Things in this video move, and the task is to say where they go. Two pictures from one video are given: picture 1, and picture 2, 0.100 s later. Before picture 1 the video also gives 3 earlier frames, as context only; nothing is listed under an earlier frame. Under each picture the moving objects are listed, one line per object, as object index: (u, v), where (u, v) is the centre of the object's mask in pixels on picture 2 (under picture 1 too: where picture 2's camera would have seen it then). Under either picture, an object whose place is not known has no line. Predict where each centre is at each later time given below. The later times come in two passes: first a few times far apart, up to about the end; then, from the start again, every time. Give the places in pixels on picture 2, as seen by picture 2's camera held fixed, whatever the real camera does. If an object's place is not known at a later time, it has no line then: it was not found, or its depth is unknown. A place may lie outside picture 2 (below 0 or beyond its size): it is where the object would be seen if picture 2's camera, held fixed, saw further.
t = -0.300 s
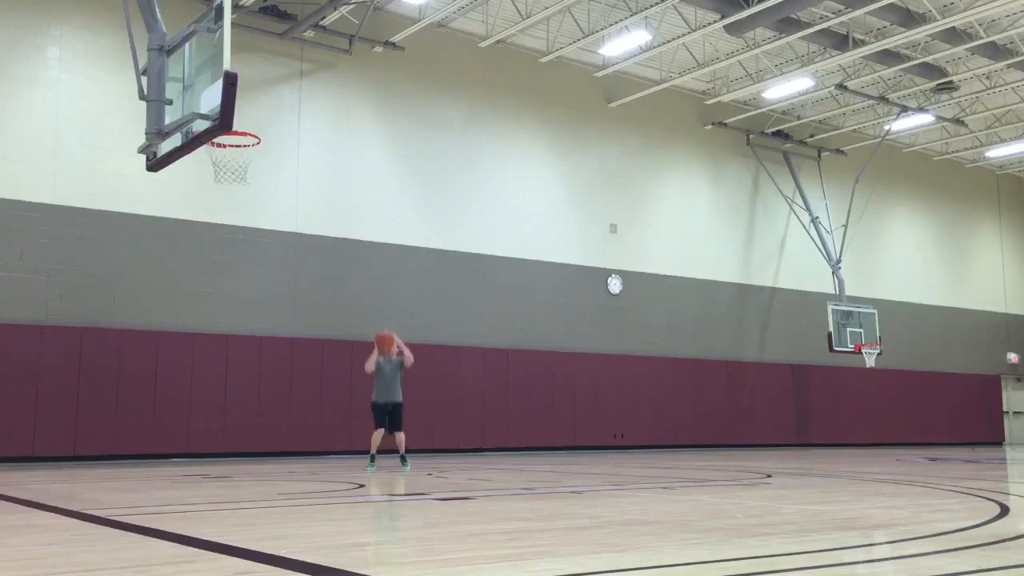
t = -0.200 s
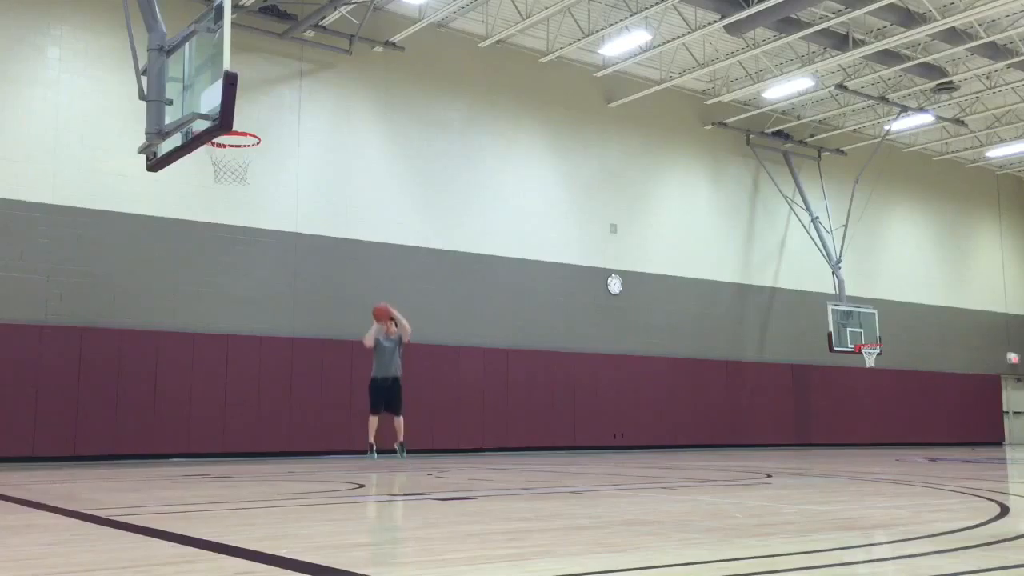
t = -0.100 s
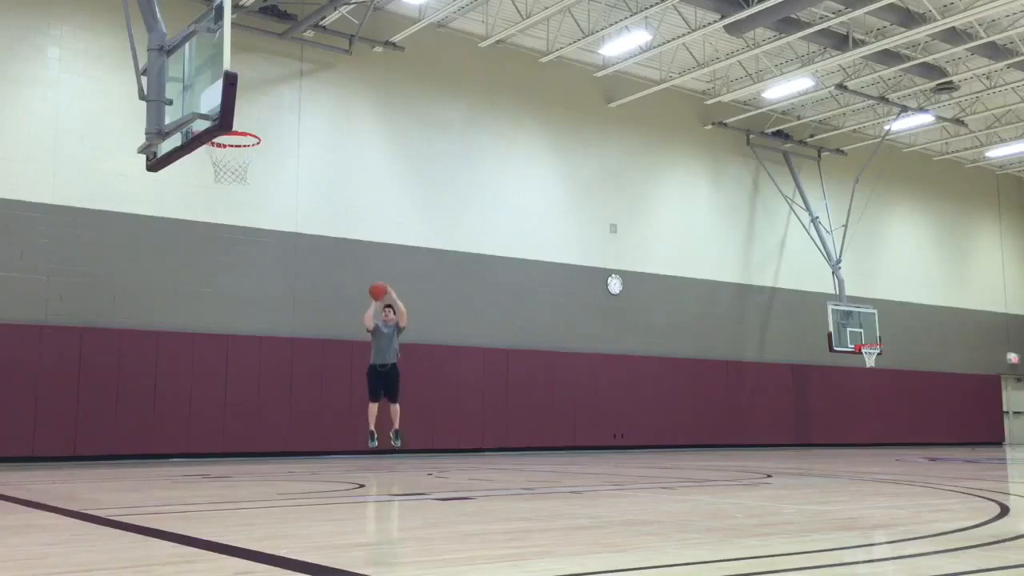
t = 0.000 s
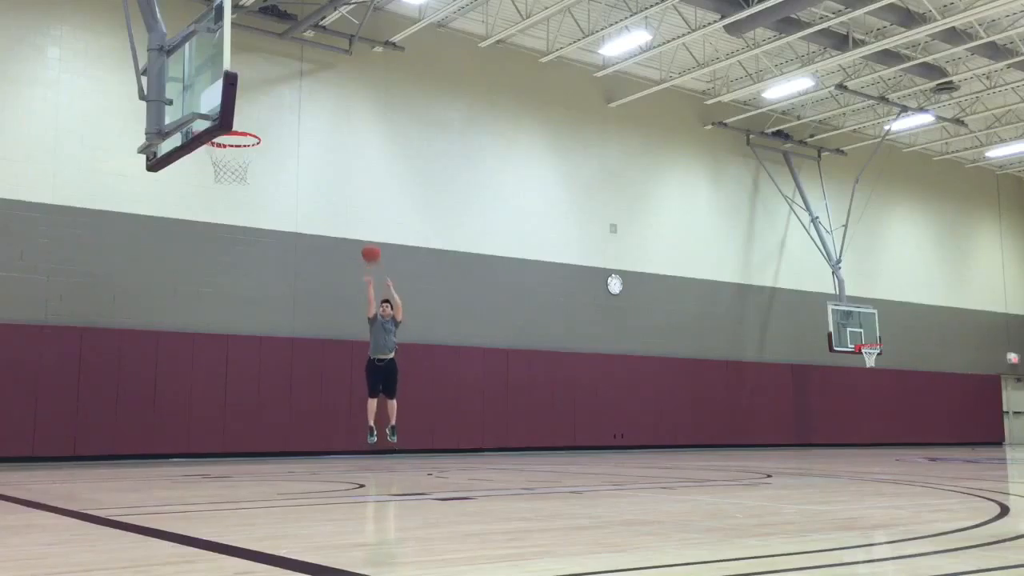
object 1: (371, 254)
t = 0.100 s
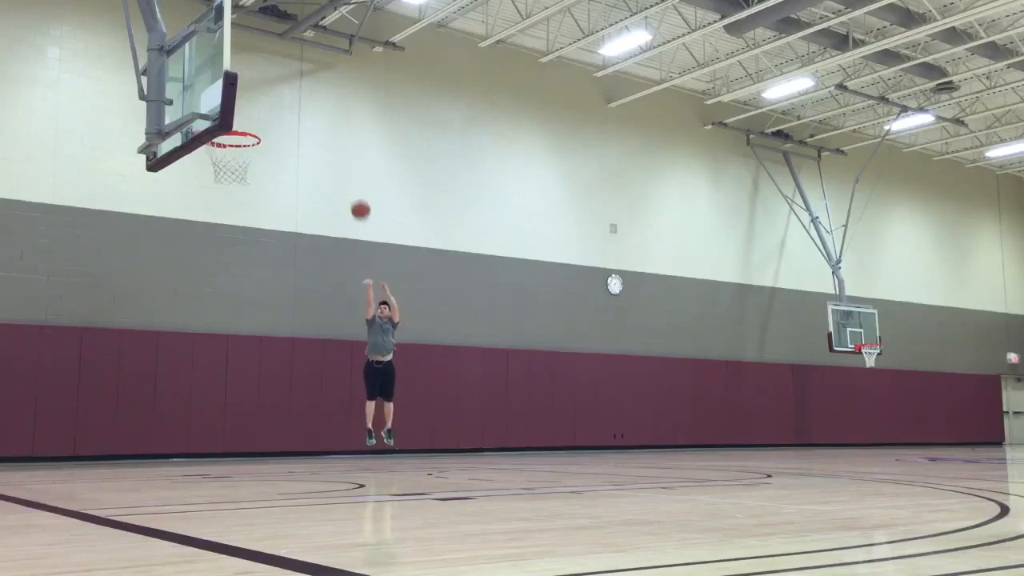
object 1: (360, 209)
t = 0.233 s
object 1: (346, 162)
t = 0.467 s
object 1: (317, 103)
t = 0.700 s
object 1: (283, 85)
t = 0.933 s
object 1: (242, 117)
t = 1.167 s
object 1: (238, 229)
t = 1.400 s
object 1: (255, 403)
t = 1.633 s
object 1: (281, 385)
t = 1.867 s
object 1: (308, 305)
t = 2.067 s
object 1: (328, 283)
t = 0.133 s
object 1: (357, 197)
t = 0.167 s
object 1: (353, 184)
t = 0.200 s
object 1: (350, 173)
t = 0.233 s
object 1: (346, 162)
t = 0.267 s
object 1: (342, 151)
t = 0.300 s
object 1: (339, 141)
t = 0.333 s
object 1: (335, 132)
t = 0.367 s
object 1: (330, 124)
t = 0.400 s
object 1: (326, 117)
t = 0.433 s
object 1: (322, 110)
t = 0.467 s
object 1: (317, 103)
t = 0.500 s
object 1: (313, 98)
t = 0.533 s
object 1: (308, 94)
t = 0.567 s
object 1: (303, 91)
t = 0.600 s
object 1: (298, 88)
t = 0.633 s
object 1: (293, 86)
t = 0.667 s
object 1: (288, 85)
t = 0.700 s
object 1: (283, 85)
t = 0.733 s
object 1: (277, 86)
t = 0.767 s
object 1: (271, 88)
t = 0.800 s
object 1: (266, 91)
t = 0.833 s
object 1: (259, 96)
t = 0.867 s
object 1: (253, 102)
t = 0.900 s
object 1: (247, 109)
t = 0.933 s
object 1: (242, 117)
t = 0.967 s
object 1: (238, 127)
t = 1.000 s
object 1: (226, 142)
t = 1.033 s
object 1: (226, 154)
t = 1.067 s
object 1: (229, 172)
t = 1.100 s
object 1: (232, 189)
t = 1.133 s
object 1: (235, 208)
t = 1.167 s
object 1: (238, 229)
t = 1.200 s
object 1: (240, 251)
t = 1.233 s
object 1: (243, 273)
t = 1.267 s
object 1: (246, 297)
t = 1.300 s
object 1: (248, 321)
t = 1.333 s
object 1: (251, 350)
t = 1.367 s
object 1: (253, 374)
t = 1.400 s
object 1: (255, 403)
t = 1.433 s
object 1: (257, 432)
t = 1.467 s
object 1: (258, 463)
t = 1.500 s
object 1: (263, 461)
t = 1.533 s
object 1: (268, 440)
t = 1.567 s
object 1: (272, 420)
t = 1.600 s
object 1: (277, 402)
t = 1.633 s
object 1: (281, 385)
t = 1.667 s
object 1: (285, 369)
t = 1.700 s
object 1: (289, 356)
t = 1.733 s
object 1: (293, 343)
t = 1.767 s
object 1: (296, 332)
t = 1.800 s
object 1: (301, 321)
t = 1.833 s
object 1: (304, 312)
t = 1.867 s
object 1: (308, 305)
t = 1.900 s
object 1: (311, 299)
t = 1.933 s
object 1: (315, 293)
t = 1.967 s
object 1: (318, 289)
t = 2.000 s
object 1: (321, 286)
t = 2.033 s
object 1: (324, 284)
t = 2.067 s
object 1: (328, 283)
